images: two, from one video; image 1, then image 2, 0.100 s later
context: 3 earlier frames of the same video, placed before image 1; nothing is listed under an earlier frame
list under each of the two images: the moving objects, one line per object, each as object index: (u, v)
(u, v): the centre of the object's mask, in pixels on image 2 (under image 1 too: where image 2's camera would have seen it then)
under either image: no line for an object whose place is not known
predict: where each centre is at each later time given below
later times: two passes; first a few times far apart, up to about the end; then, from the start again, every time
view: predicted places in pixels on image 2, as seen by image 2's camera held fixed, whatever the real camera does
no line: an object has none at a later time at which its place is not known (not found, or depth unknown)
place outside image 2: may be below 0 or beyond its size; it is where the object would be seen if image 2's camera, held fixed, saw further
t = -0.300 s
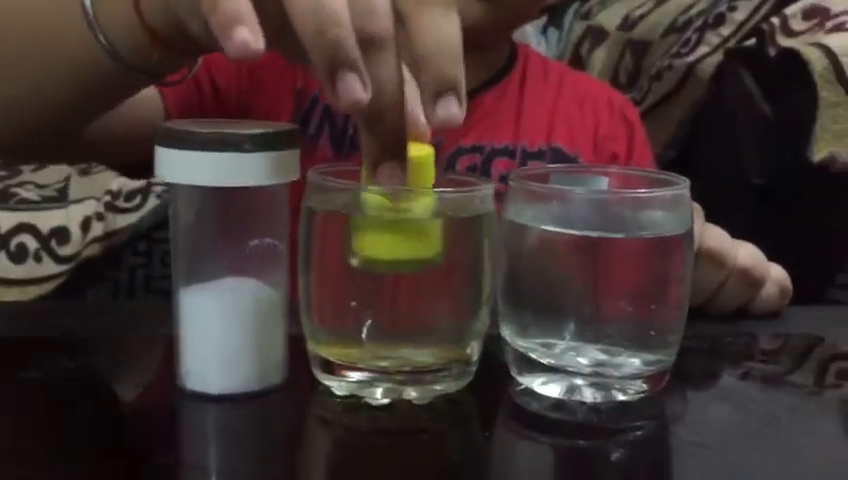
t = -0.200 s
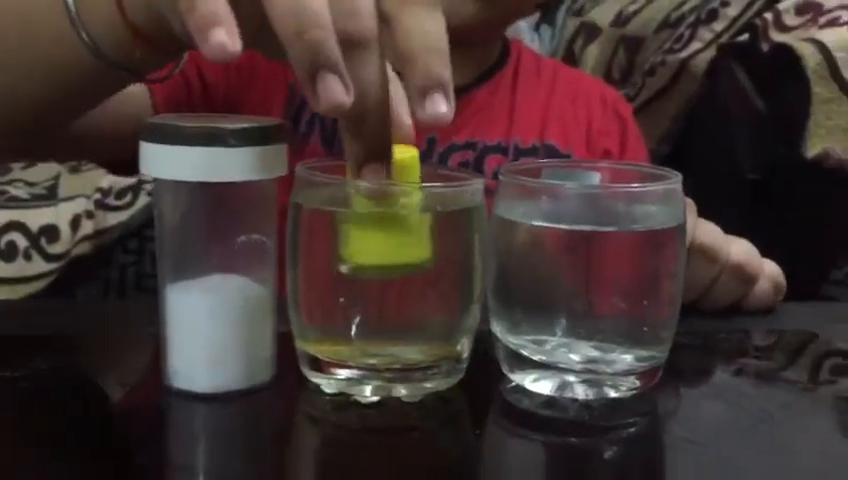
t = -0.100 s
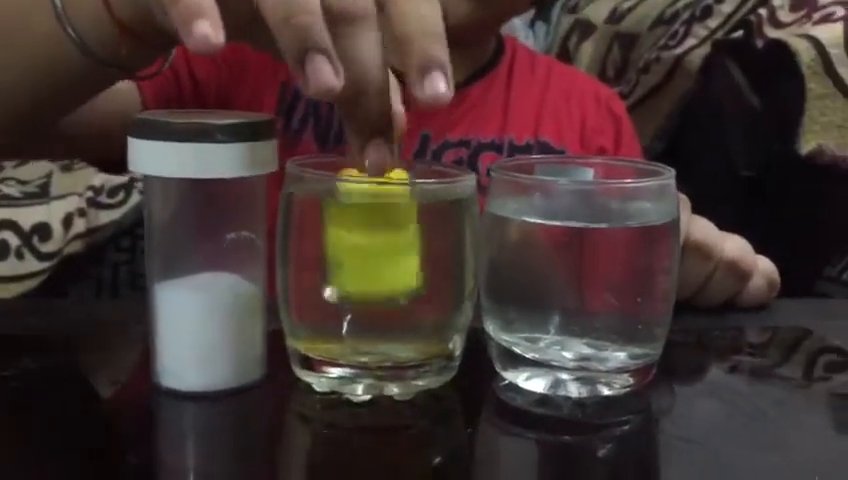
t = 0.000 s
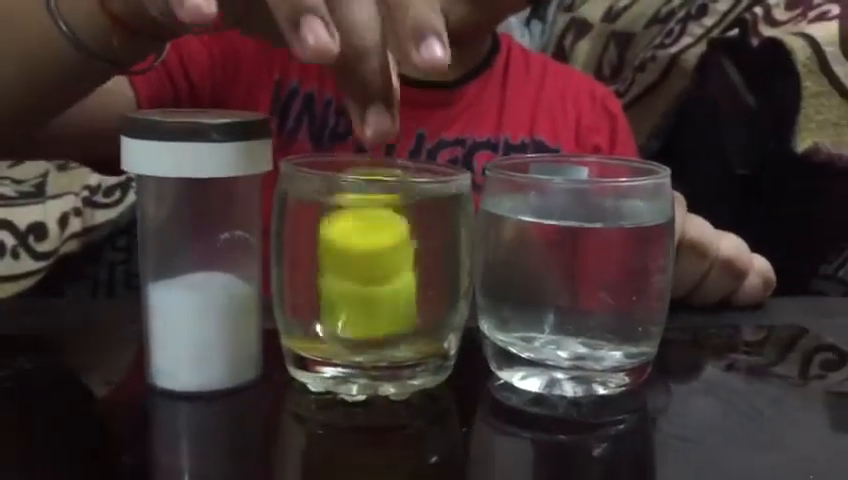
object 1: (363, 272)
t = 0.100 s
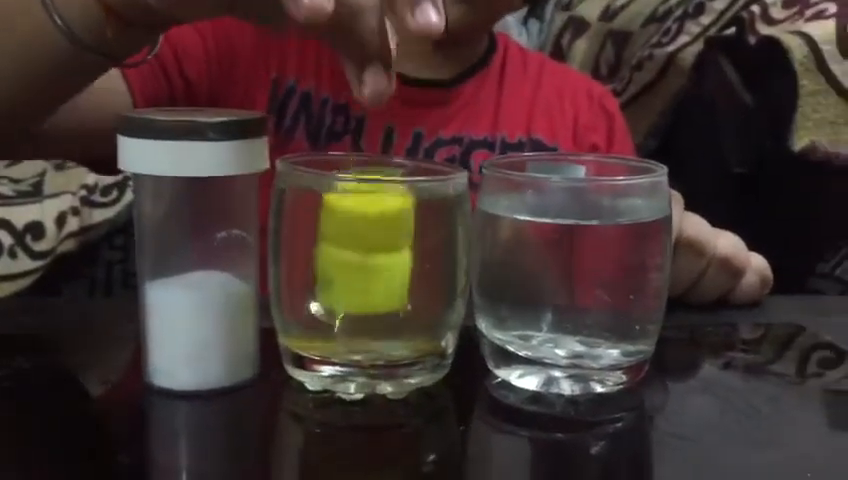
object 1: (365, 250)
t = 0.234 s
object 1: (364, 251)
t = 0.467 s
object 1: (365, 262)
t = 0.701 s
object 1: (367, 272)
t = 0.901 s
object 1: (369, 273)
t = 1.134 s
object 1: (371, 274)
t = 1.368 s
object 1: (373, 272)
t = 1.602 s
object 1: (375, 272)
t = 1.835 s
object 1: (375, 275)
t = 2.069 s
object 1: (377, 275)
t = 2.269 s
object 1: (378, 275)
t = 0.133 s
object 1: (364, 254)
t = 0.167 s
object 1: (365, 244)
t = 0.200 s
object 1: (365, 253)
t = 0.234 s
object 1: (364, 251)
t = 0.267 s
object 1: (364, 251)
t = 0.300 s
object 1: (365, 250)
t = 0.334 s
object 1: (364, 253)
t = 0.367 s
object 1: (364, 253)
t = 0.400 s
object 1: (364, 255)
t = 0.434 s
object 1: (365, 259)
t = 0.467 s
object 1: (365, 262)
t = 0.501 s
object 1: (365, 265)
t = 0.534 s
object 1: (365, 268)
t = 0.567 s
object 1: (365, 272)
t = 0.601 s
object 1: (365, 273)
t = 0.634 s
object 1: (365, 273)
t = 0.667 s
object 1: (366, 273)
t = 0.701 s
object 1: (367, 272)
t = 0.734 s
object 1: (368, 272)
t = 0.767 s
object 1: (368, 272)
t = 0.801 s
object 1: (369, 272)
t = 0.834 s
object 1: (369, 272)
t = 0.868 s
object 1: (369, 273)
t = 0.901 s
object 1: (369, 273)
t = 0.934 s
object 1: (369, 274)
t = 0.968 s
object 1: (370, 273)
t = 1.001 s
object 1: (371, 274)
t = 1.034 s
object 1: (371, 274)
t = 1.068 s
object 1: (371, 274)
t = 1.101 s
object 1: (371, 274)
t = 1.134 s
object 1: (371, 274)
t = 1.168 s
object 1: (371, 273)
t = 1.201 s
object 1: (371, 273)
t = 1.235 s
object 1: (372, 272)
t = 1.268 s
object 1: (372, 273)
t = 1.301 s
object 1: (372, 272)
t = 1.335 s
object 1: (373, 272)
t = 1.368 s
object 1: (373, 272)
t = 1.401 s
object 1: (373, 272)
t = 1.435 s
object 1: (374, 272)
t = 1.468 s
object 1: (374, 272)
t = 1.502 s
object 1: (374, 272)
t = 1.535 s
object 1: (375, 272)
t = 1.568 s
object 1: (375, 272)
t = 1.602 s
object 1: (375, 272)
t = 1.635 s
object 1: (375, 272)
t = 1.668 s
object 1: (375, 272)
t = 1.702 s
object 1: (375, 273)
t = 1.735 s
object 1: (375, 273)
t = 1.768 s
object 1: (376, 274)
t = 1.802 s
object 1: (375, 275)
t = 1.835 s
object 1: (375, 275)
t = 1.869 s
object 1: (376, 275)
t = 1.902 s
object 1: (375, 275)
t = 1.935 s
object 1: (375, 275)
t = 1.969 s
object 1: (376, 276)
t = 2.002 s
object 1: (376, 276)
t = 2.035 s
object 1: (376, 275)
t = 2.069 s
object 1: (377, 275)
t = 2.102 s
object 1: (377, 275)
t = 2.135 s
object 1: (377, 275)
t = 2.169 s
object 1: (377, 276)
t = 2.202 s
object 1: (377, 276)
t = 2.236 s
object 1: (378, 275)
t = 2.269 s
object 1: (378, 275)
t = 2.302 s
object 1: (379, 275)
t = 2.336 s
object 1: (379, 276)
